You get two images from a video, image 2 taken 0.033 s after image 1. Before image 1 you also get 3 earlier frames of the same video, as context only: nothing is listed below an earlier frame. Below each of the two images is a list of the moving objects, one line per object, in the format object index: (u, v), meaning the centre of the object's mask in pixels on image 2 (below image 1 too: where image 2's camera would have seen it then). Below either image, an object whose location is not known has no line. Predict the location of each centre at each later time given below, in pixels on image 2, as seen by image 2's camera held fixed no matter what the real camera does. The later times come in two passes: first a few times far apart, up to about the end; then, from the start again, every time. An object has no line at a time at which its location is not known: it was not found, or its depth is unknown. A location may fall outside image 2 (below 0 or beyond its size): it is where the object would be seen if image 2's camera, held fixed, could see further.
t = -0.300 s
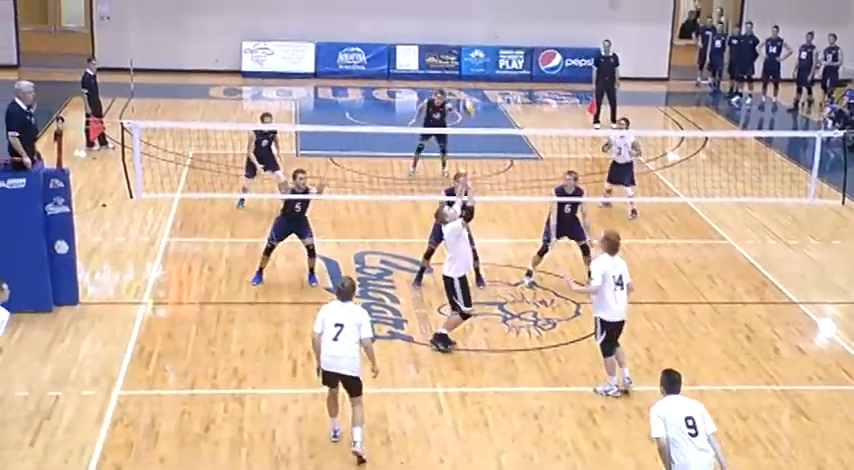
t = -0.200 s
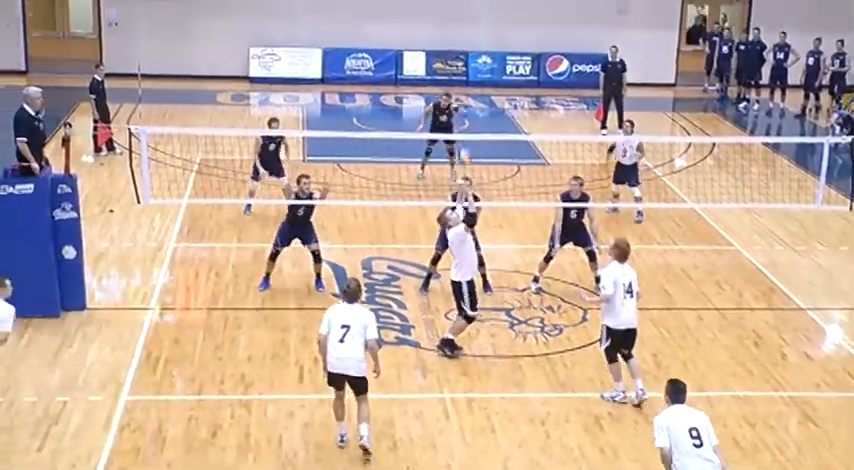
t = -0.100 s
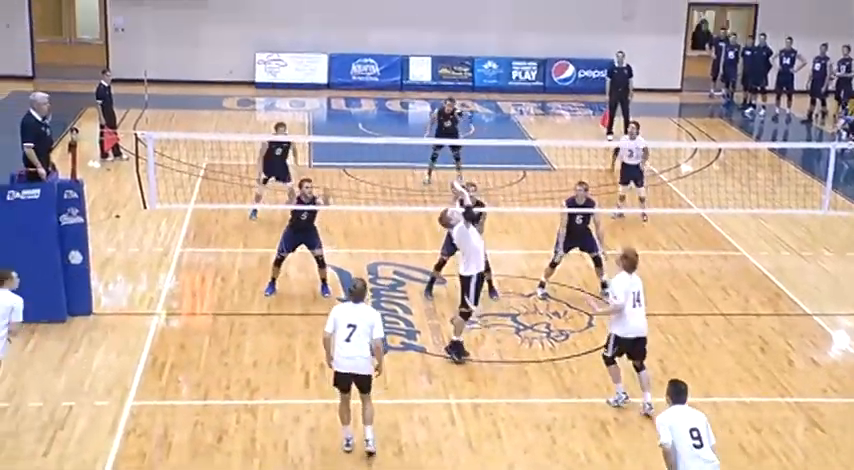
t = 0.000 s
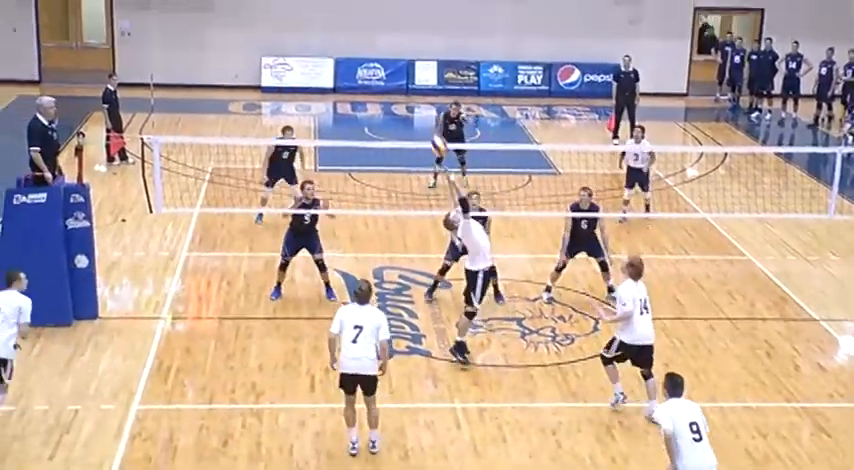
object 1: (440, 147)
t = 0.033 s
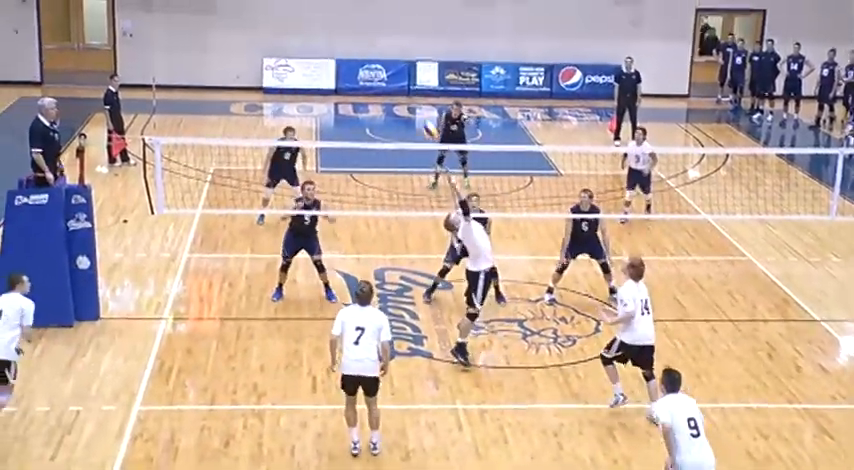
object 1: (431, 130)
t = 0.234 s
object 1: (378, 53)
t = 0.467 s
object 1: (315, 5)
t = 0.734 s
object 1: (244, 5)
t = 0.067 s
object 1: (422, 114)
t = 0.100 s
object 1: (412, 101)
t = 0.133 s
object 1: (404, 88)
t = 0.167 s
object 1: (395, 75)
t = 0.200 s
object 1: (386, 64)
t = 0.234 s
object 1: (378, 53)
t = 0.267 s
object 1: (369, 44)
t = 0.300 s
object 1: (360, 35)
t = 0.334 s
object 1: (351, 27)
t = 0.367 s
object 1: (342, 20)
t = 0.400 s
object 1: (333, 14)
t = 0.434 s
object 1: (324, 9)
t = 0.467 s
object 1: (315, 5)
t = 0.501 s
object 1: (306, 2)
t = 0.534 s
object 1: (297, 0)
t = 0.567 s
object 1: (288, -2)
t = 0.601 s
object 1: (279, -3)
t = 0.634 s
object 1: (270, -2)
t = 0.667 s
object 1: (262, -1)
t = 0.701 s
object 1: (252, 1)
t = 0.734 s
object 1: (244, 5)
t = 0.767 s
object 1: (235, 9)
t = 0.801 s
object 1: (226, 14)
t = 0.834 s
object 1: (218, 21)
